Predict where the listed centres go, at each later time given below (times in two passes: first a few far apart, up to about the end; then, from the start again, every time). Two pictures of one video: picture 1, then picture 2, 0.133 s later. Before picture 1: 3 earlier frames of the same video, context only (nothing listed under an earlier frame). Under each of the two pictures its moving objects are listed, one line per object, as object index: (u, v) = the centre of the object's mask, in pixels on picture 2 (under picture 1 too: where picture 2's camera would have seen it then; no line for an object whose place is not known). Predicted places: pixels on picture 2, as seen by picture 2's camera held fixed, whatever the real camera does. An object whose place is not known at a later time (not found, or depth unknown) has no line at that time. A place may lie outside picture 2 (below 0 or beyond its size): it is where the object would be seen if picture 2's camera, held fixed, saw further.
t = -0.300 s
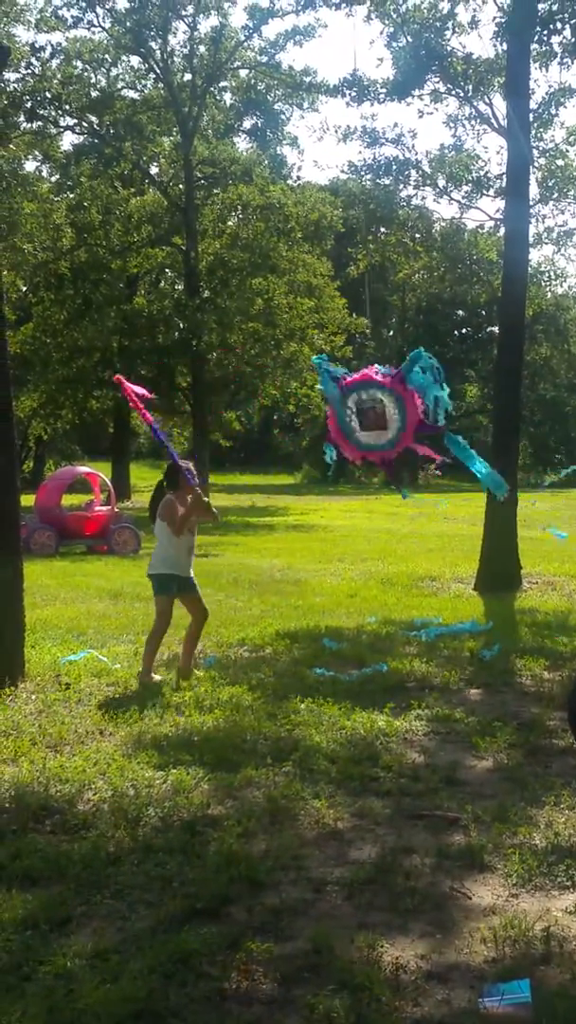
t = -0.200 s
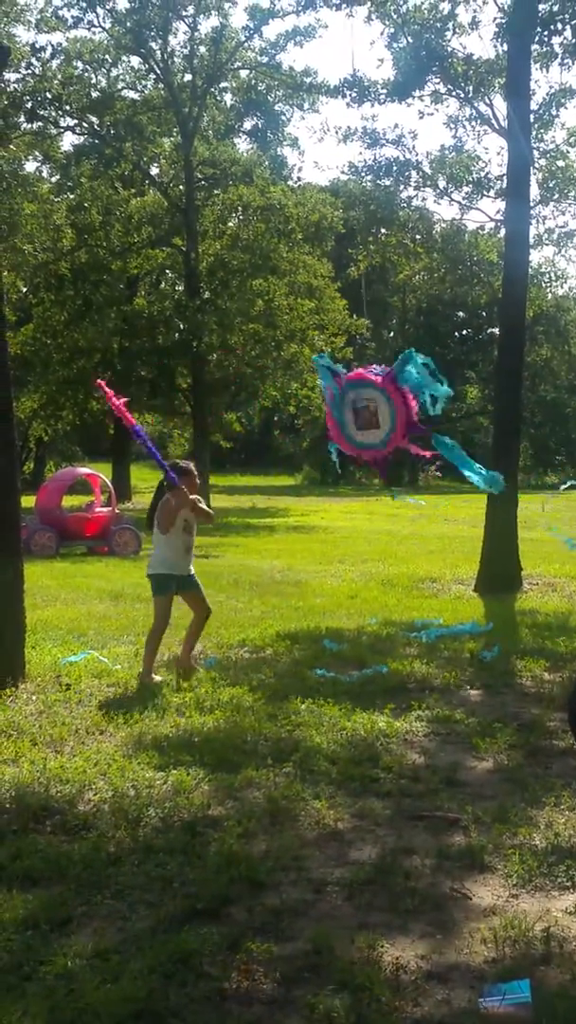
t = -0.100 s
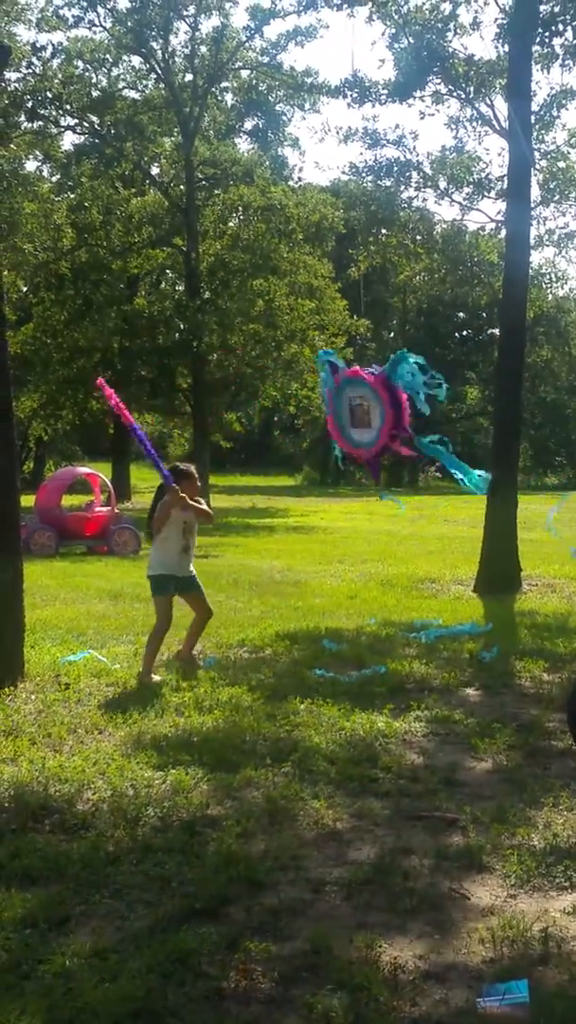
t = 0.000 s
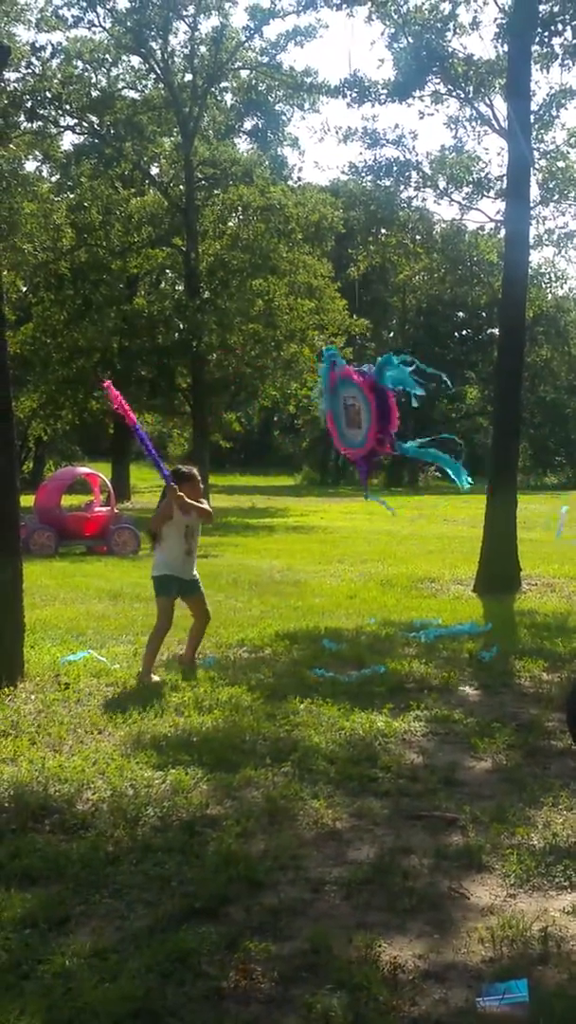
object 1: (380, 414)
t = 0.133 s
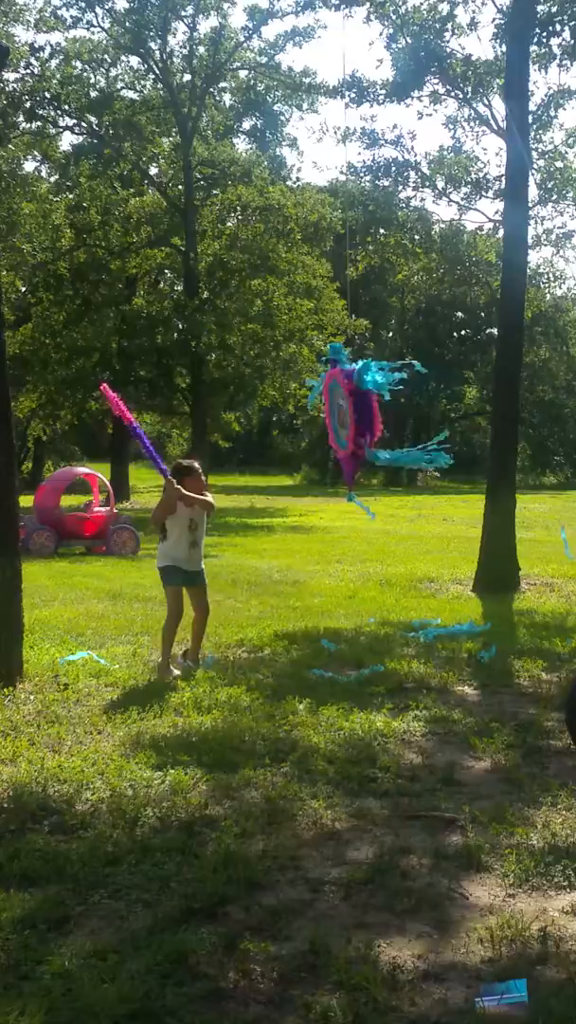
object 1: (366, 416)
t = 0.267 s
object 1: (352, 420)
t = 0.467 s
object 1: (331, 421)
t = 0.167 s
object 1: (364, 417)
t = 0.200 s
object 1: (360, 417)
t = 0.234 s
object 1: (356, 418)
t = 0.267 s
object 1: (352, 420)
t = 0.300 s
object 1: (348, 419)
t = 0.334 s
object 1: (345, 420)
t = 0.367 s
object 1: (341, 421)
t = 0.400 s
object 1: (338, 421)
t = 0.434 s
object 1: (334, 421)
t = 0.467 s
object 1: (331, 421)
